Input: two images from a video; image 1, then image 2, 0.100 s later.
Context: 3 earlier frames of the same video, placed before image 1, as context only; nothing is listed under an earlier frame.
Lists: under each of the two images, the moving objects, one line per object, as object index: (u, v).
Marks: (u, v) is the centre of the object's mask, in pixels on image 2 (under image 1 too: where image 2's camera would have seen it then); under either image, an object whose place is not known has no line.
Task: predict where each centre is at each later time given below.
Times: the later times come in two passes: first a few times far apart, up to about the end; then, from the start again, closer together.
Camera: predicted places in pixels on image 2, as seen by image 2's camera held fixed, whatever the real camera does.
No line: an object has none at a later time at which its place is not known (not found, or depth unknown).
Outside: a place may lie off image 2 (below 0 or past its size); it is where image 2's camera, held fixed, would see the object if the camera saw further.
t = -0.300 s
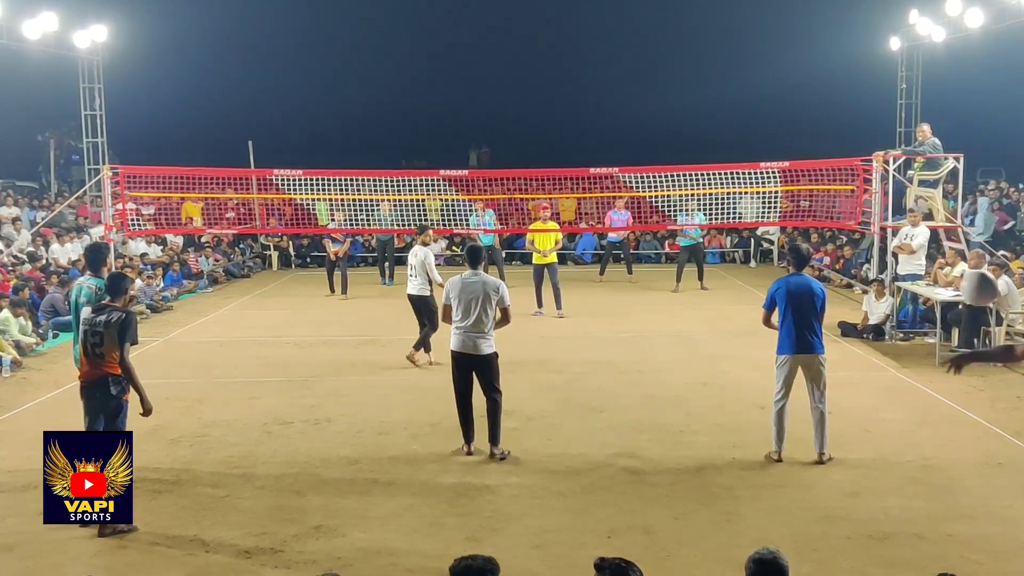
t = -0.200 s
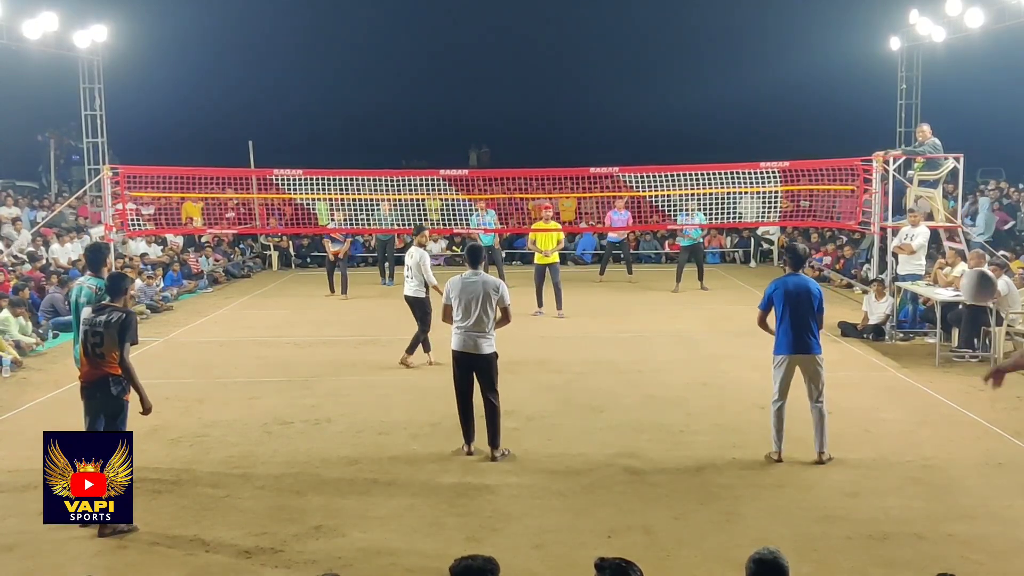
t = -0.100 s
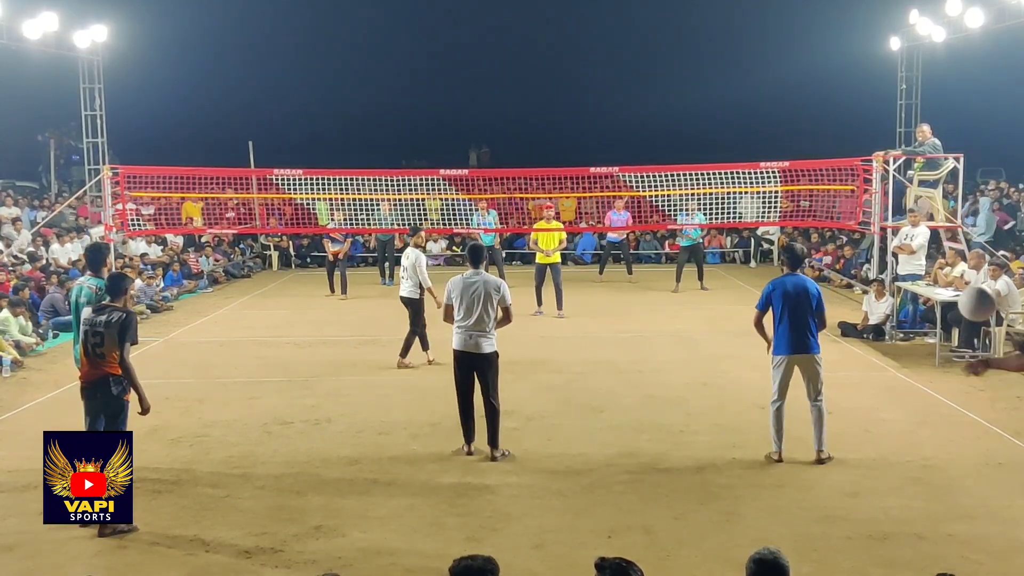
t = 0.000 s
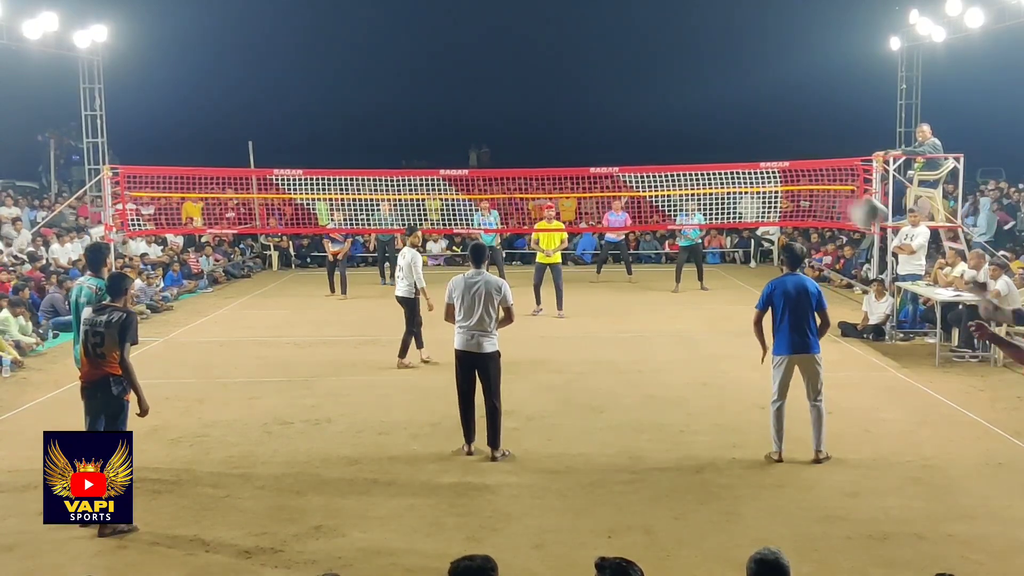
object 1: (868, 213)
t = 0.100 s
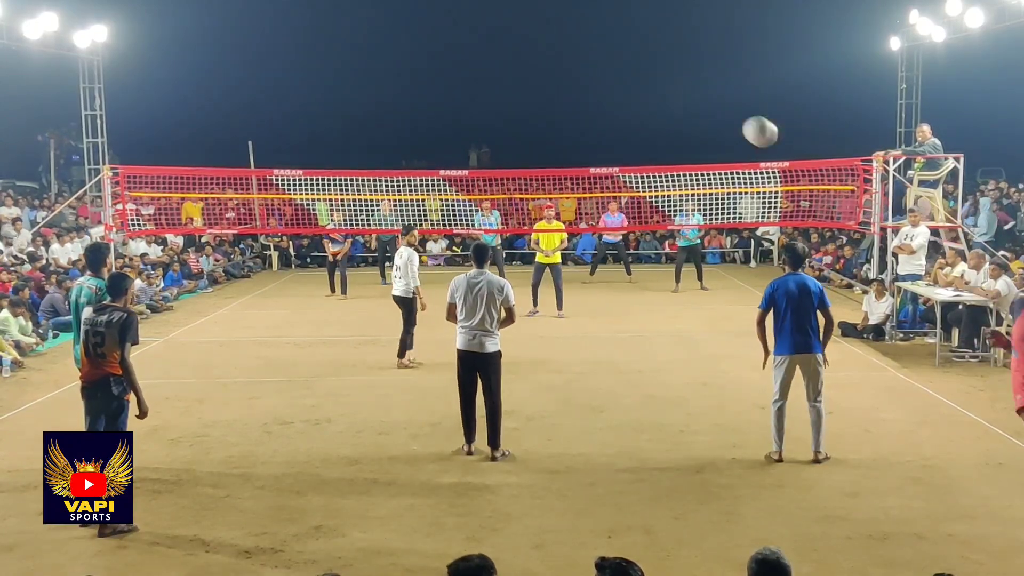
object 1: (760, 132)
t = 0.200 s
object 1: (680, 81)
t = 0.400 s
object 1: (578, 37)
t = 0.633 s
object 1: (506, 40)
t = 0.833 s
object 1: (466, 71)
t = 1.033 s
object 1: (436, 119)
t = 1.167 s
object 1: (418, 158)
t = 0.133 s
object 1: (731, 112)
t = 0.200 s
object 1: (680, 81)
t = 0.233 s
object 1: (659, 69)
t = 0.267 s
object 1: (639, 59)
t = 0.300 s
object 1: (622, 51)
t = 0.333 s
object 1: (606, 45)
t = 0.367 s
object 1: (591, 40)
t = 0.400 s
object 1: (578, 37)
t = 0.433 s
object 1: (565, 34)
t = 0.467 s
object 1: (554, 33)
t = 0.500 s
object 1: (543, 33)
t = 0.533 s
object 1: (533, 34)
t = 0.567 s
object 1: (523, 35)
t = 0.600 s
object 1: (515, 37)
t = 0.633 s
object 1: (506, 40)
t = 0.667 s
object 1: (499, 44)
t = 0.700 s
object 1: (492, 48)
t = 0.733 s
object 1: (485, 53)
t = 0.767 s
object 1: (478, 59)
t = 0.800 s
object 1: (472, 65)
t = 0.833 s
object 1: (466, 71)
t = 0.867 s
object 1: (461, 79)
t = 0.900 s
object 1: (455, 86)
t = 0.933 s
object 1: (450, 94)
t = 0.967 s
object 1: (445, 102)
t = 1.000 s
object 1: (440, 110)
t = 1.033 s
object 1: (436, 119)
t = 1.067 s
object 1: (431, 129)
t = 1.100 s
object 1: (427, 138)
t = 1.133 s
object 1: (423, 148)
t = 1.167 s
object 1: (418, 158)
